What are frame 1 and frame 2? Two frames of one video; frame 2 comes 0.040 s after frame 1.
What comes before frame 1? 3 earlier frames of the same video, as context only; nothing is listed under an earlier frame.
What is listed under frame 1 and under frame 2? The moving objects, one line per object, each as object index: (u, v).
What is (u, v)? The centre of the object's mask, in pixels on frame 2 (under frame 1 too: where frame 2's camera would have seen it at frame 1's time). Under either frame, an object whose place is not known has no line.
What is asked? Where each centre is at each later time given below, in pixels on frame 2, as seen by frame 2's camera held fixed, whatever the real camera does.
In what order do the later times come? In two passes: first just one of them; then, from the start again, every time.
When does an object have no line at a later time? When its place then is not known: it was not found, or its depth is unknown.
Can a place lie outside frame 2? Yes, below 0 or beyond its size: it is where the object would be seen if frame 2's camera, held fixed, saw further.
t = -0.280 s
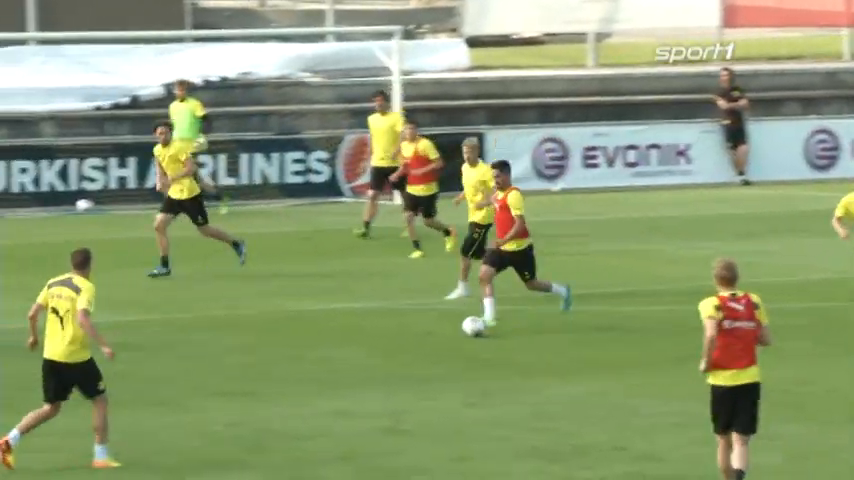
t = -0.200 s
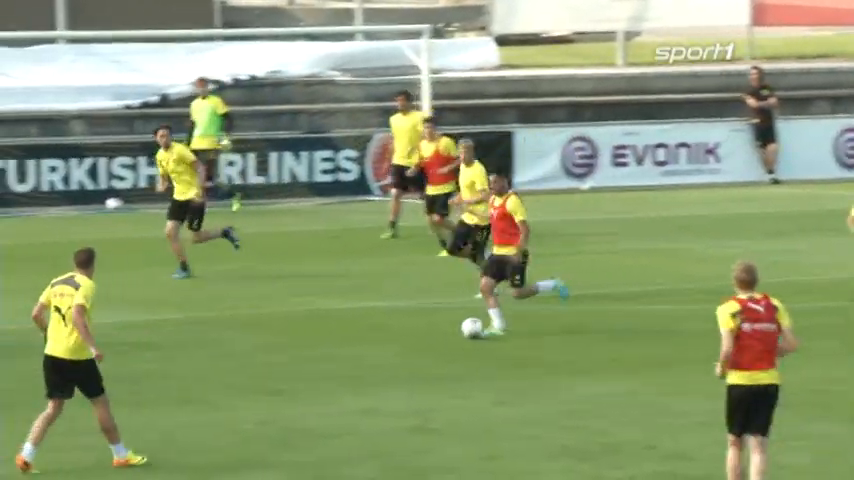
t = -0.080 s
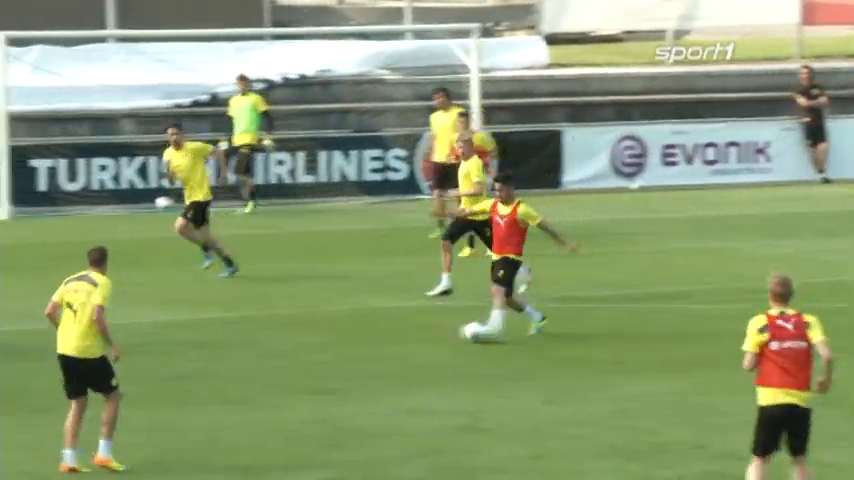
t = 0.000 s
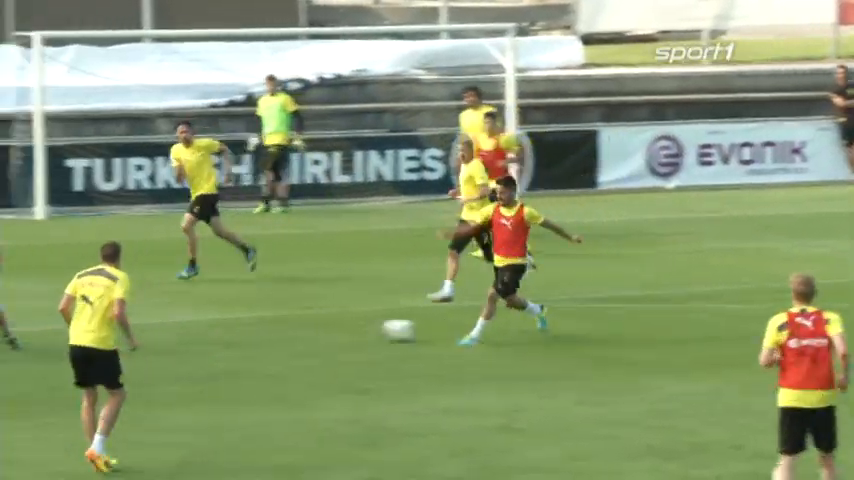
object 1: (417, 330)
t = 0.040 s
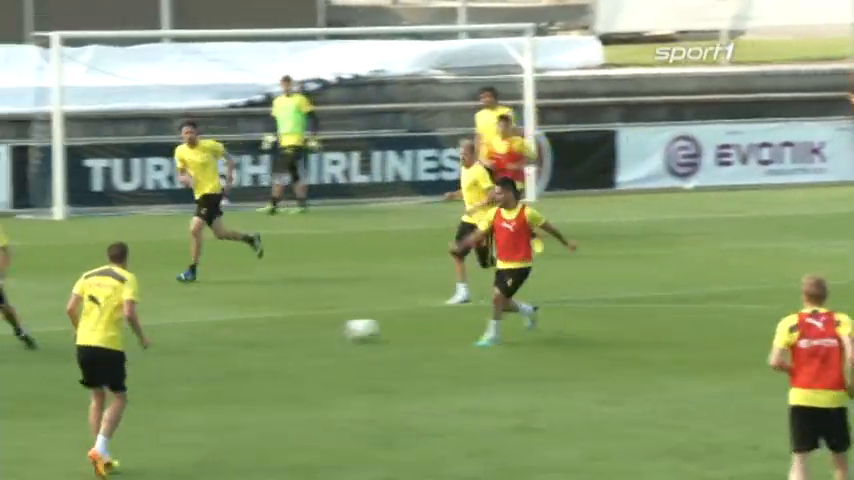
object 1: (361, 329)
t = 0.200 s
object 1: (151, 330)
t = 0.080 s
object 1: (307, 330)
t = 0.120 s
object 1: (251, 332)
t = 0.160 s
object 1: (199, 331)
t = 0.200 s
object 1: (151, 330)
